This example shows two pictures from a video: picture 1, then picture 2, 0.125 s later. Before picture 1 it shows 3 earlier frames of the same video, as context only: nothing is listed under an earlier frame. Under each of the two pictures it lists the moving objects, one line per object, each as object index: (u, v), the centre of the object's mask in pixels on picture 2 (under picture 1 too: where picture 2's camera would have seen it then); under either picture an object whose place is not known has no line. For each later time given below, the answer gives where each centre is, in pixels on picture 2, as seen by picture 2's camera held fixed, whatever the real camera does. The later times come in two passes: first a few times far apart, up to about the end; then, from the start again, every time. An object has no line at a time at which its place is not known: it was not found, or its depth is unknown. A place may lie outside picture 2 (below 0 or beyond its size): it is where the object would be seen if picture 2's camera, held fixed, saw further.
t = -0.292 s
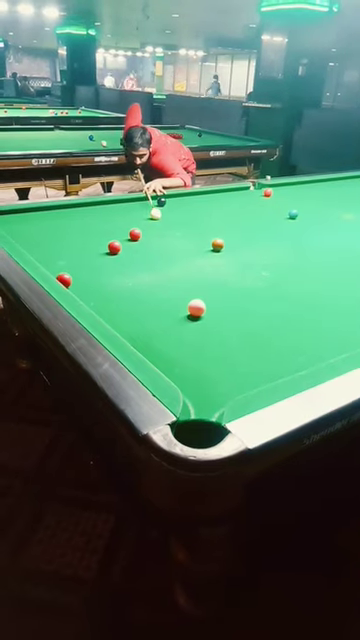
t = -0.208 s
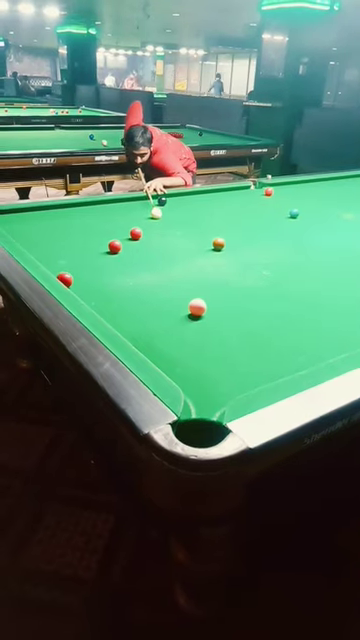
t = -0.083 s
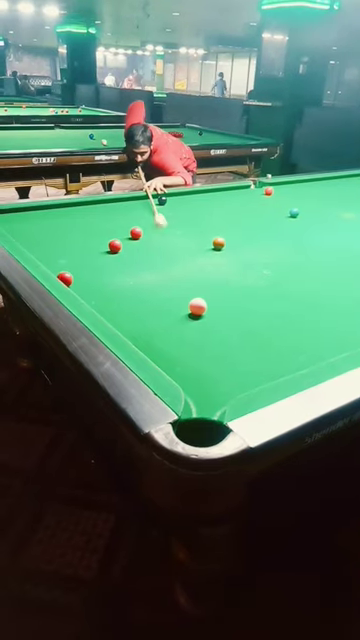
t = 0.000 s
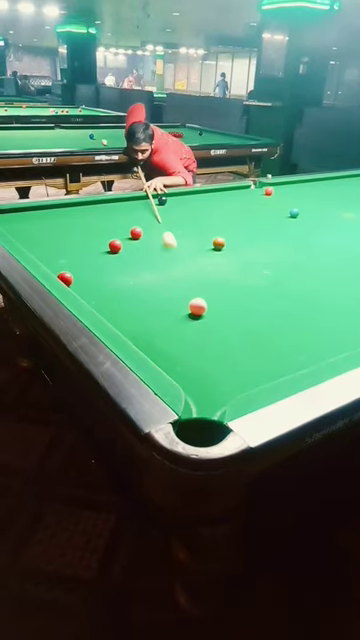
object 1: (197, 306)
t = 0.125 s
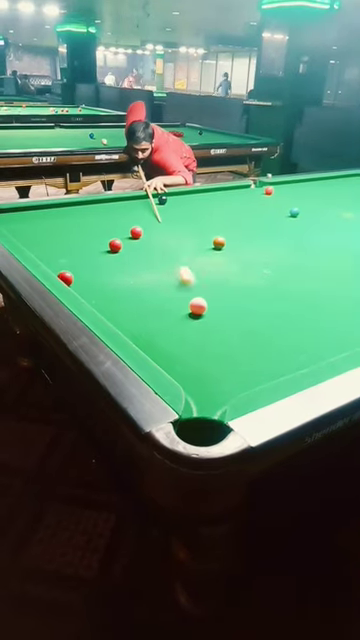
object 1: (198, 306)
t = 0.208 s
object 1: (200, 316)
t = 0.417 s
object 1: (199, 421)
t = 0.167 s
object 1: (198, 306)
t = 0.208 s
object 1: (200, 316)
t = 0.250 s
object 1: (204, 335)
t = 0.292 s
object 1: (209, 357)
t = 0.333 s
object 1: (215, 382)
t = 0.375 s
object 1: (212, 405)
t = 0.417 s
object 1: (199, 421)
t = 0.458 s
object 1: (210, 436)
